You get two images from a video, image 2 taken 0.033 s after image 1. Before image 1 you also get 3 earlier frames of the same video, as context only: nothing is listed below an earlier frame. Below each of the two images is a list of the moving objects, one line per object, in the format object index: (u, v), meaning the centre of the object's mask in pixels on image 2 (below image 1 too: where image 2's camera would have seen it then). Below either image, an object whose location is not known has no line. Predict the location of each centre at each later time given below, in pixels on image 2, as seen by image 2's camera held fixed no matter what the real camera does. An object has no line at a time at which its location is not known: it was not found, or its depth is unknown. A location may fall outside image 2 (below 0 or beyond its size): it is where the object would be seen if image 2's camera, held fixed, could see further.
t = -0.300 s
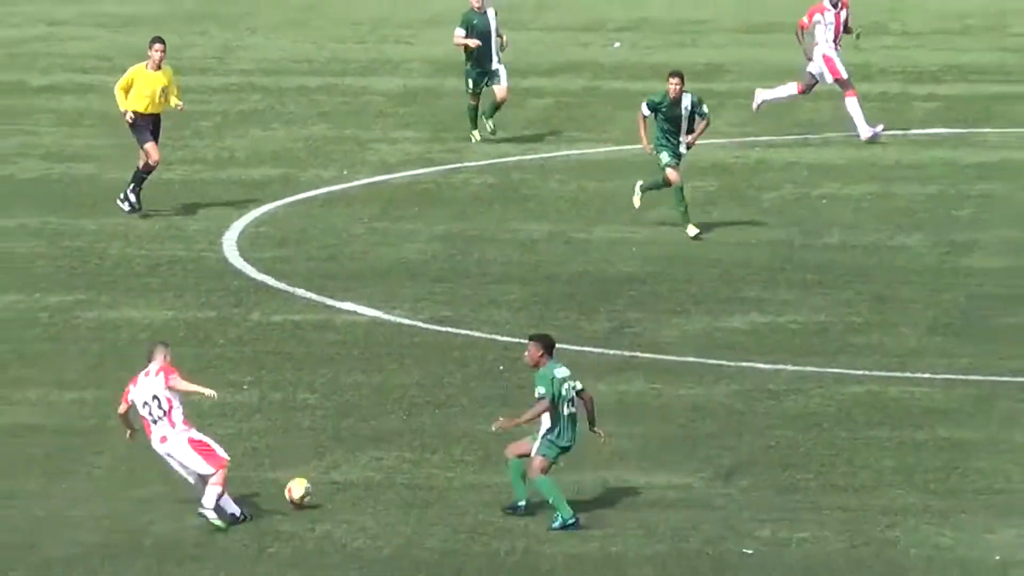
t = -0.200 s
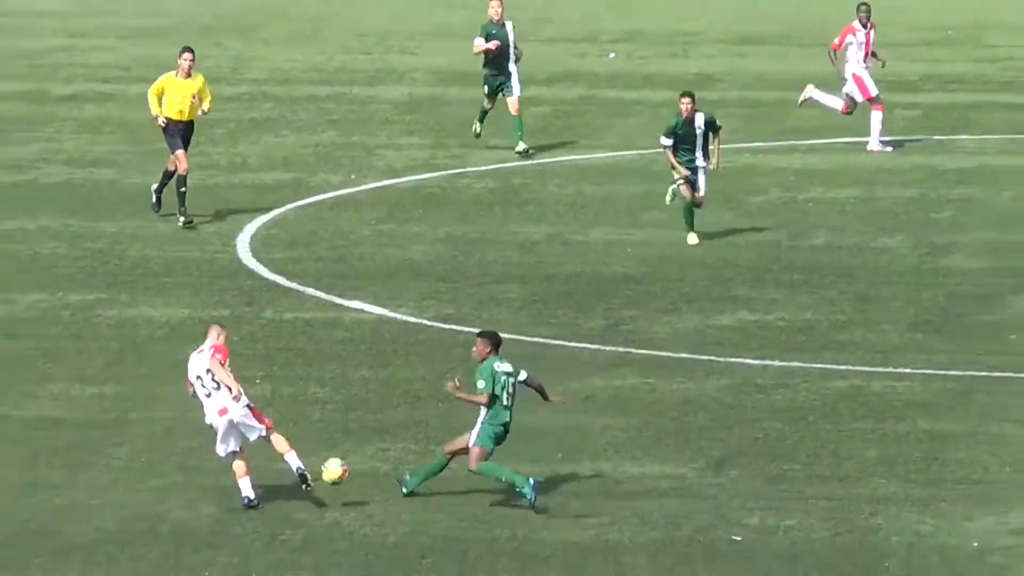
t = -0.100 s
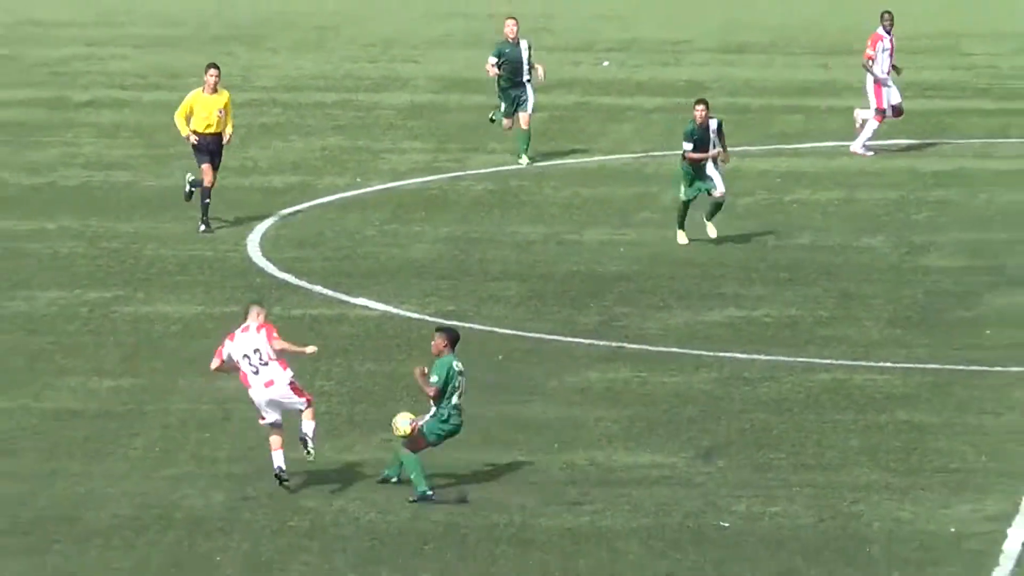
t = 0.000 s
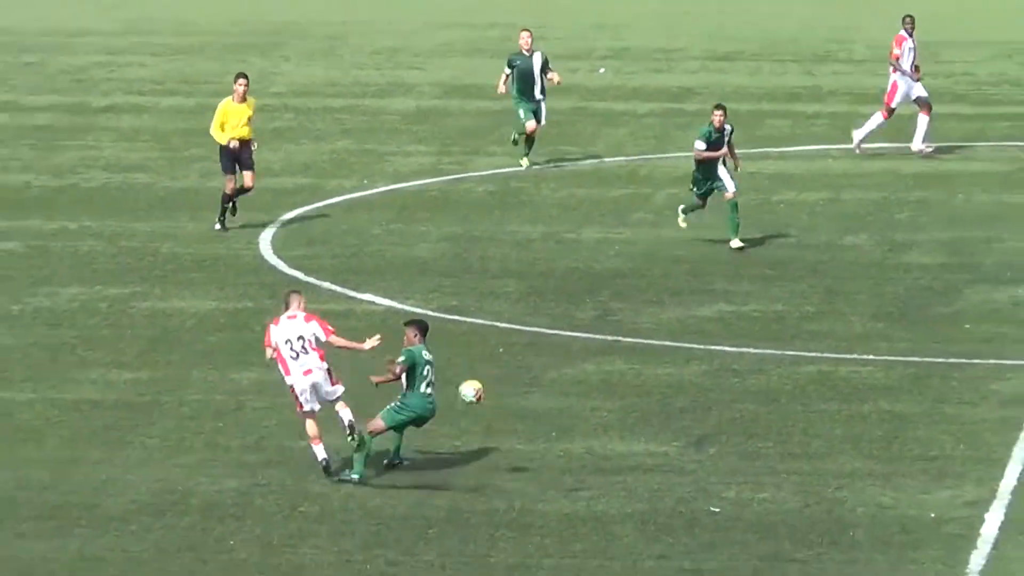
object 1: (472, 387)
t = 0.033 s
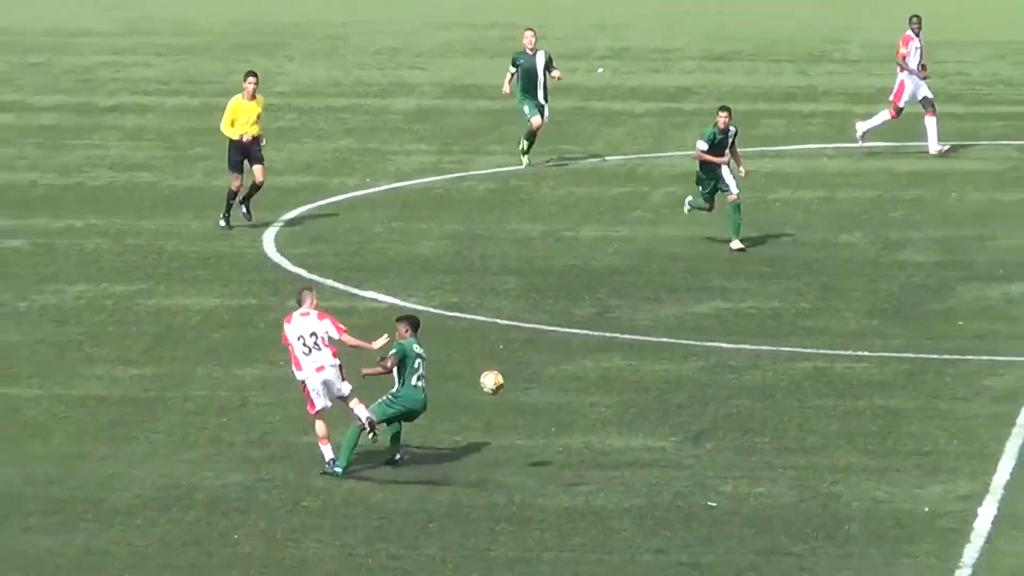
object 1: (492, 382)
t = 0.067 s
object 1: (512, 377)
